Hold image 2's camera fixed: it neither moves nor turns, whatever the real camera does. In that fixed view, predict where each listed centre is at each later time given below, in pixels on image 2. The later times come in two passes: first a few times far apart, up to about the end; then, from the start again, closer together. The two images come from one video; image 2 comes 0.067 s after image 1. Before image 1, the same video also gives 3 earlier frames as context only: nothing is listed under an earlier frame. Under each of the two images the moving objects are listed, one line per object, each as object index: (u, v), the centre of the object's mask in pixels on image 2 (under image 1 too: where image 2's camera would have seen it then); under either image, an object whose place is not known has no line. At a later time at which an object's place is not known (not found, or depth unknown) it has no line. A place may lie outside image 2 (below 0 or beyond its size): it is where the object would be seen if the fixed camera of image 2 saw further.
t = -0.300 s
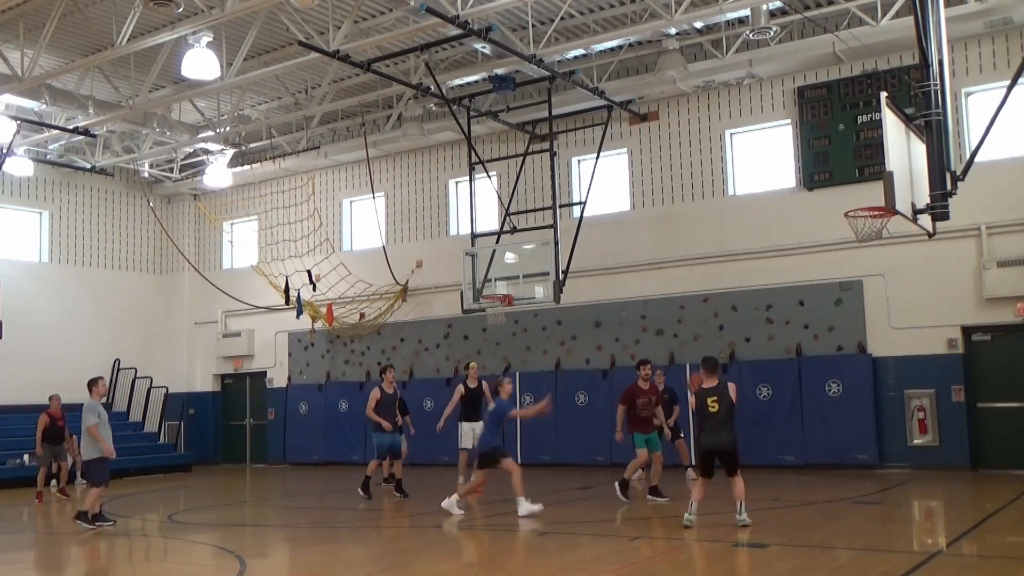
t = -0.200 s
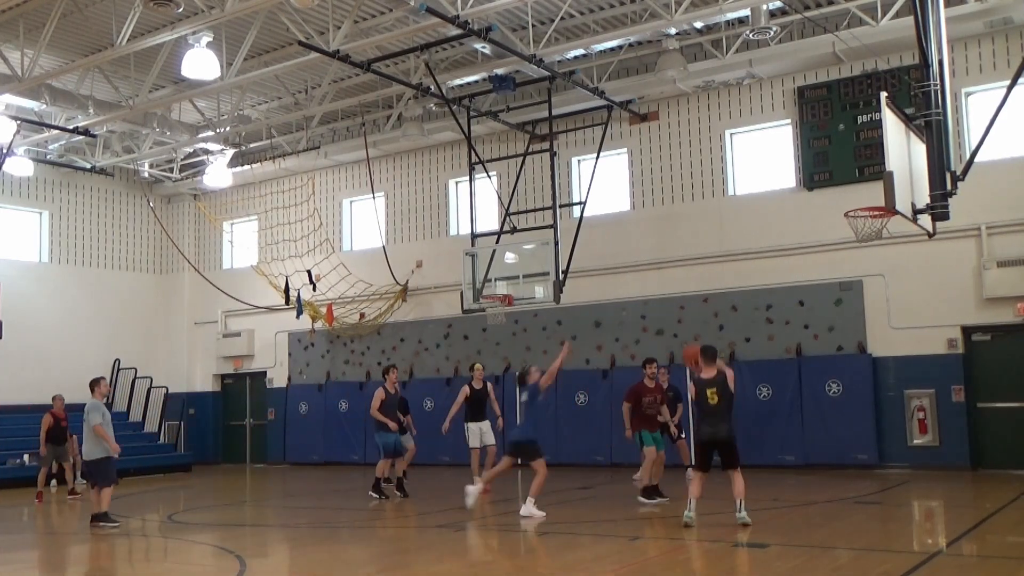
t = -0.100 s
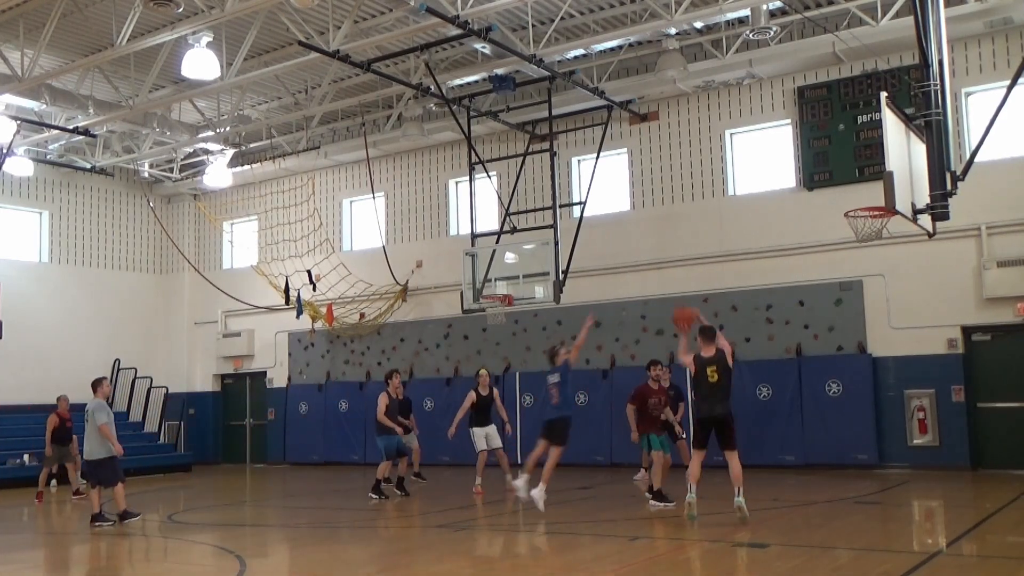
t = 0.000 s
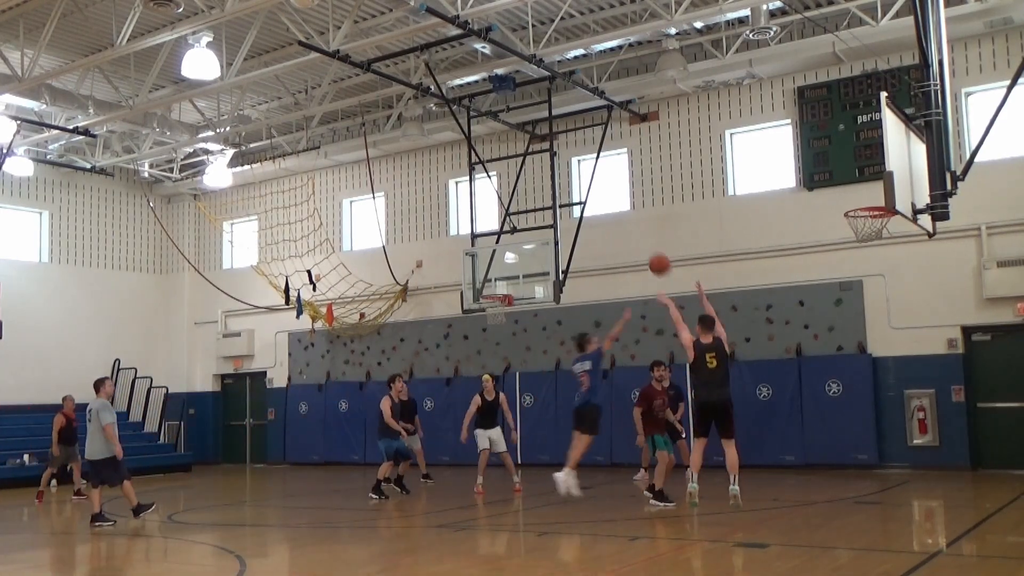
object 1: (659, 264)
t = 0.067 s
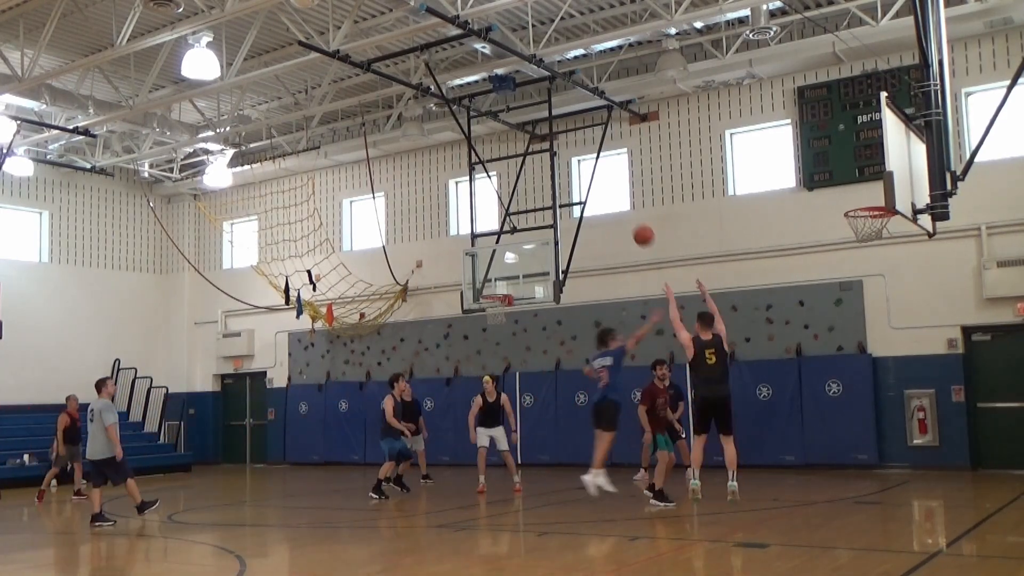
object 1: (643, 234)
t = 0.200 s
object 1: (614, 193)
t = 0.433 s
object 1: (573, 161)
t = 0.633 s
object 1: (545, 166)
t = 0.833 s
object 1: (522, 195)
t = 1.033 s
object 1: (502, 245)
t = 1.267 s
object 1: (489, 316)
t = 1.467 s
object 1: (499, 357)
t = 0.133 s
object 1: (629, 213)
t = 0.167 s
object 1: (622, 203)
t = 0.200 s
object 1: (614, 193)
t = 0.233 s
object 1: (608, 186)
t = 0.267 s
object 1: (601, 179)
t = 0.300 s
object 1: (595, 174)
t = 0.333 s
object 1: (589, 169)
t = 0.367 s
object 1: (583, 165)
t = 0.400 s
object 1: (578, 163)
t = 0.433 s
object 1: (573, 161)
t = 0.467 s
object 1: (568, 160)
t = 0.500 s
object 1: (563, 160)
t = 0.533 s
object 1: (558, 160)
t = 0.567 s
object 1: (554, 161)
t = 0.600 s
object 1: (550, 163)
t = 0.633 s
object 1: (545, 166)
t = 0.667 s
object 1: (541, 170)
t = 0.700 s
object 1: (537, 173)
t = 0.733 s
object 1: (533, 178)
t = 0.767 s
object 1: (529, 184)
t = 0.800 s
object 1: (525, 189)
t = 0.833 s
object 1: (522, 195)
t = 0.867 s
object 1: (519, 203)
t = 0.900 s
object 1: (515, 210)
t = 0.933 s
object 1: (512, 219)
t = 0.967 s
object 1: (508, 227)
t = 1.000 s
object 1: (505, 236)
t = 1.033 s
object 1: (502, 245)
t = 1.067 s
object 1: (498, 255)
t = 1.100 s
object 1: (496, 266)
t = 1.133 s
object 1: (492, 276)
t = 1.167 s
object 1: (490, 288)
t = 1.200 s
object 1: (490, 300)
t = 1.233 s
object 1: (488, 310)
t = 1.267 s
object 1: (489, 316)
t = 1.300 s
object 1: (491, 321)
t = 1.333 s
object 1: (493, 327)
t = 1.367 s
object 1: (494, 334)
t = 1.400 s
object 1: (495, 341)
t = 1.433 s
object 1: (497, 349)
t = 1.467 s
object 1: (499, 357)
